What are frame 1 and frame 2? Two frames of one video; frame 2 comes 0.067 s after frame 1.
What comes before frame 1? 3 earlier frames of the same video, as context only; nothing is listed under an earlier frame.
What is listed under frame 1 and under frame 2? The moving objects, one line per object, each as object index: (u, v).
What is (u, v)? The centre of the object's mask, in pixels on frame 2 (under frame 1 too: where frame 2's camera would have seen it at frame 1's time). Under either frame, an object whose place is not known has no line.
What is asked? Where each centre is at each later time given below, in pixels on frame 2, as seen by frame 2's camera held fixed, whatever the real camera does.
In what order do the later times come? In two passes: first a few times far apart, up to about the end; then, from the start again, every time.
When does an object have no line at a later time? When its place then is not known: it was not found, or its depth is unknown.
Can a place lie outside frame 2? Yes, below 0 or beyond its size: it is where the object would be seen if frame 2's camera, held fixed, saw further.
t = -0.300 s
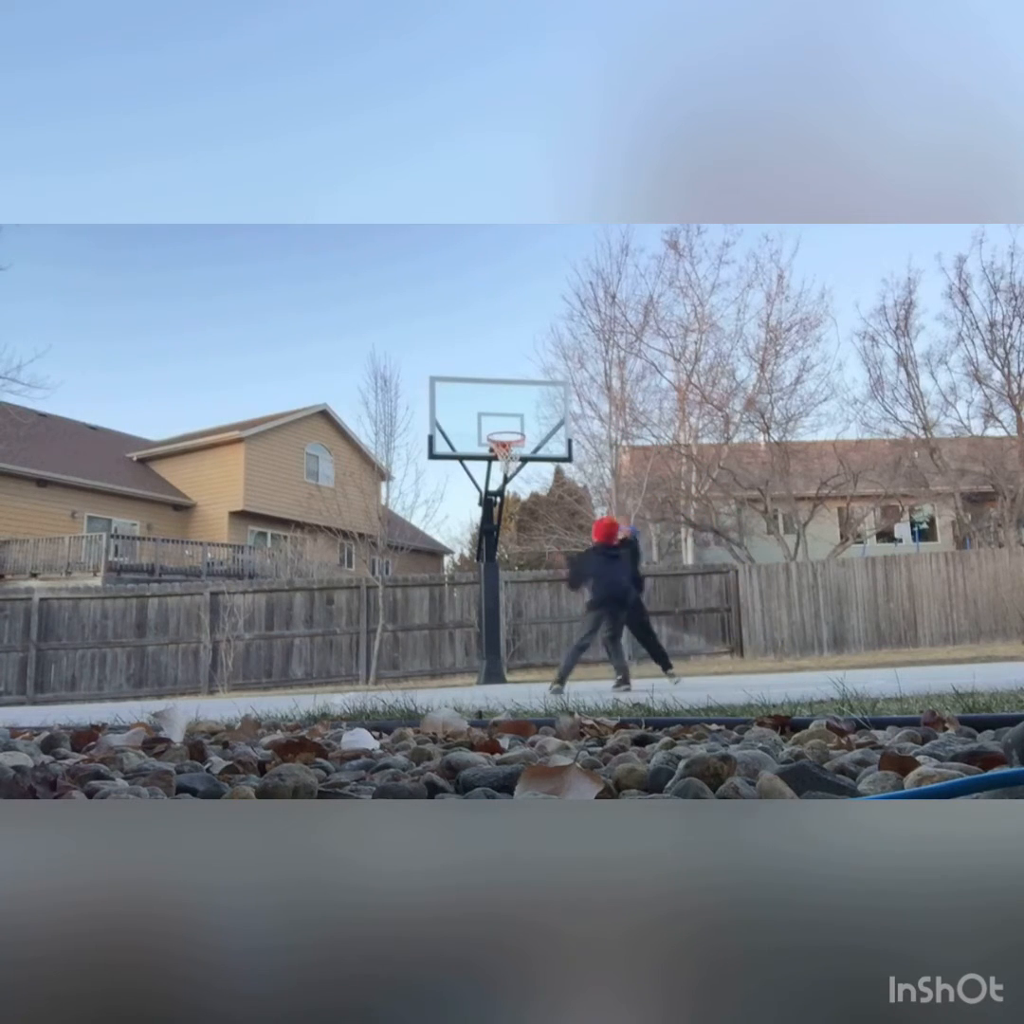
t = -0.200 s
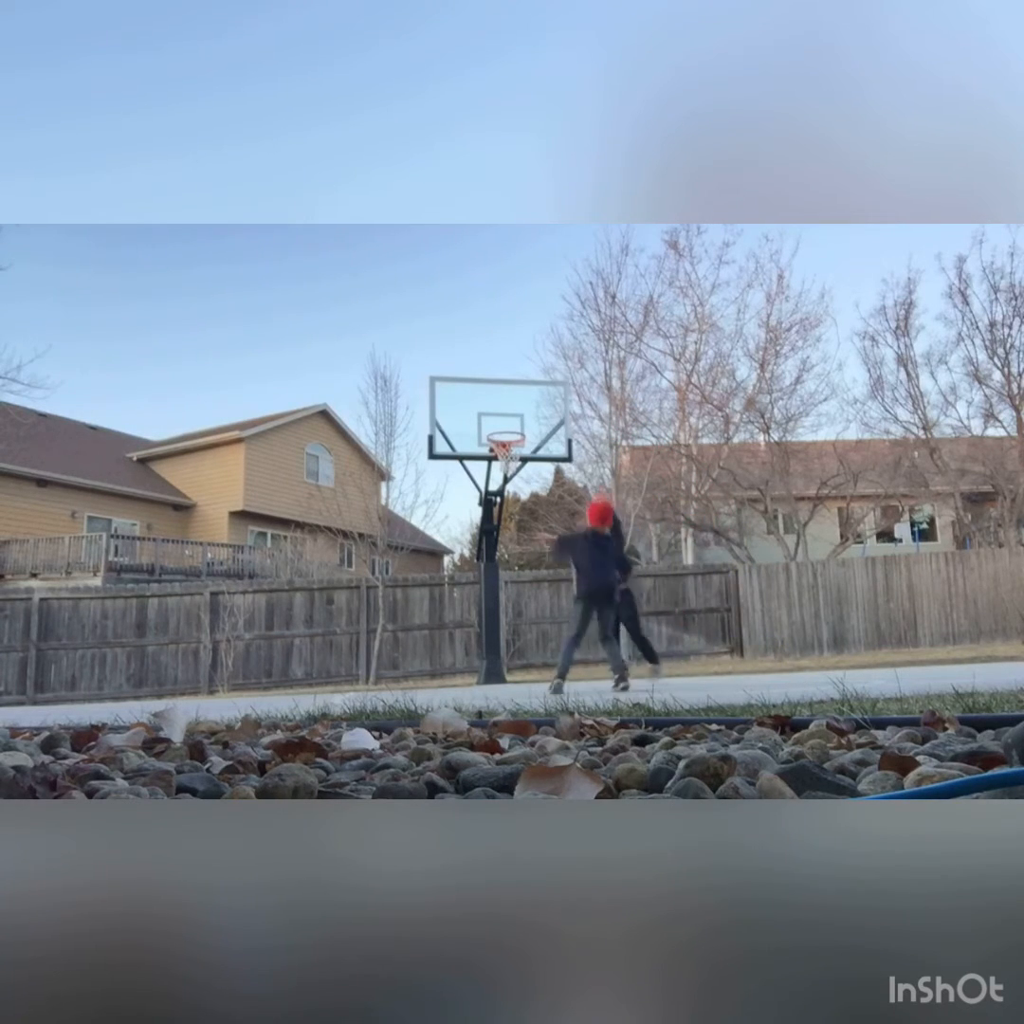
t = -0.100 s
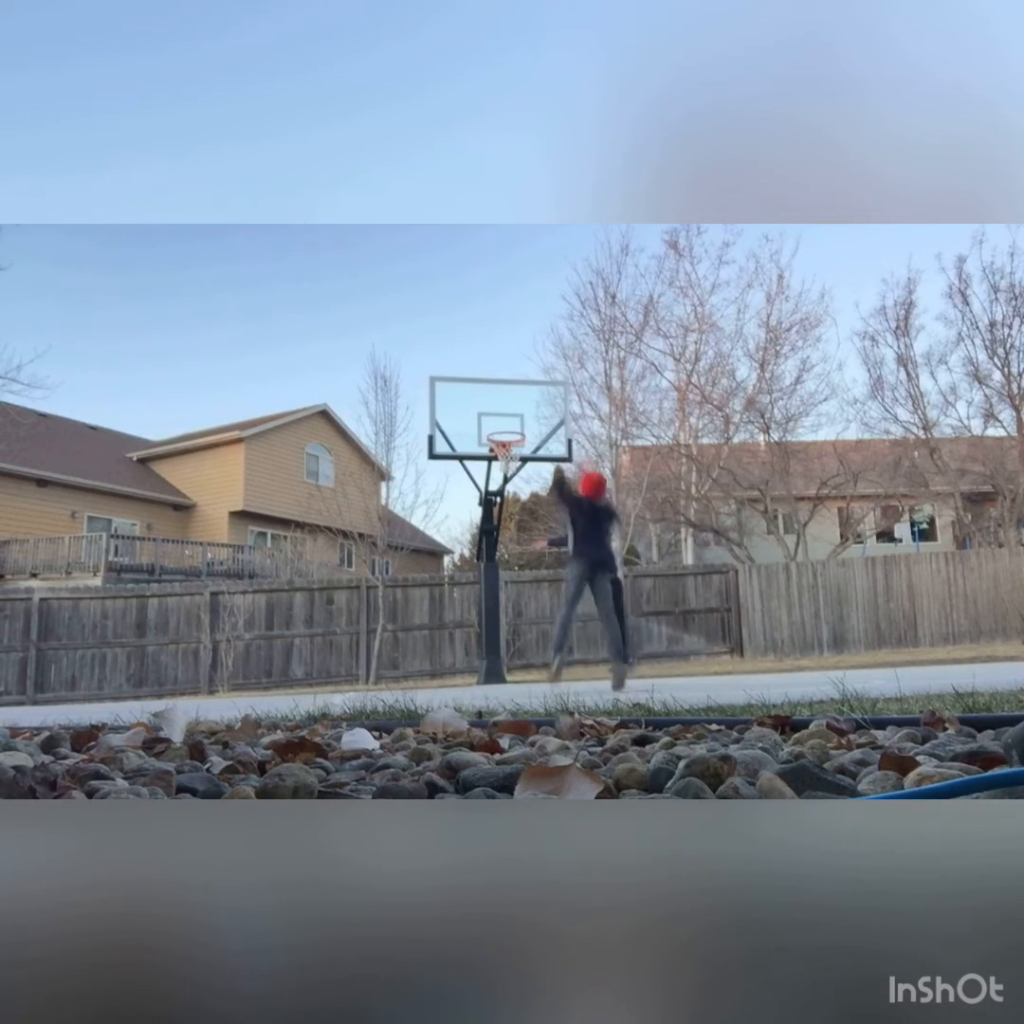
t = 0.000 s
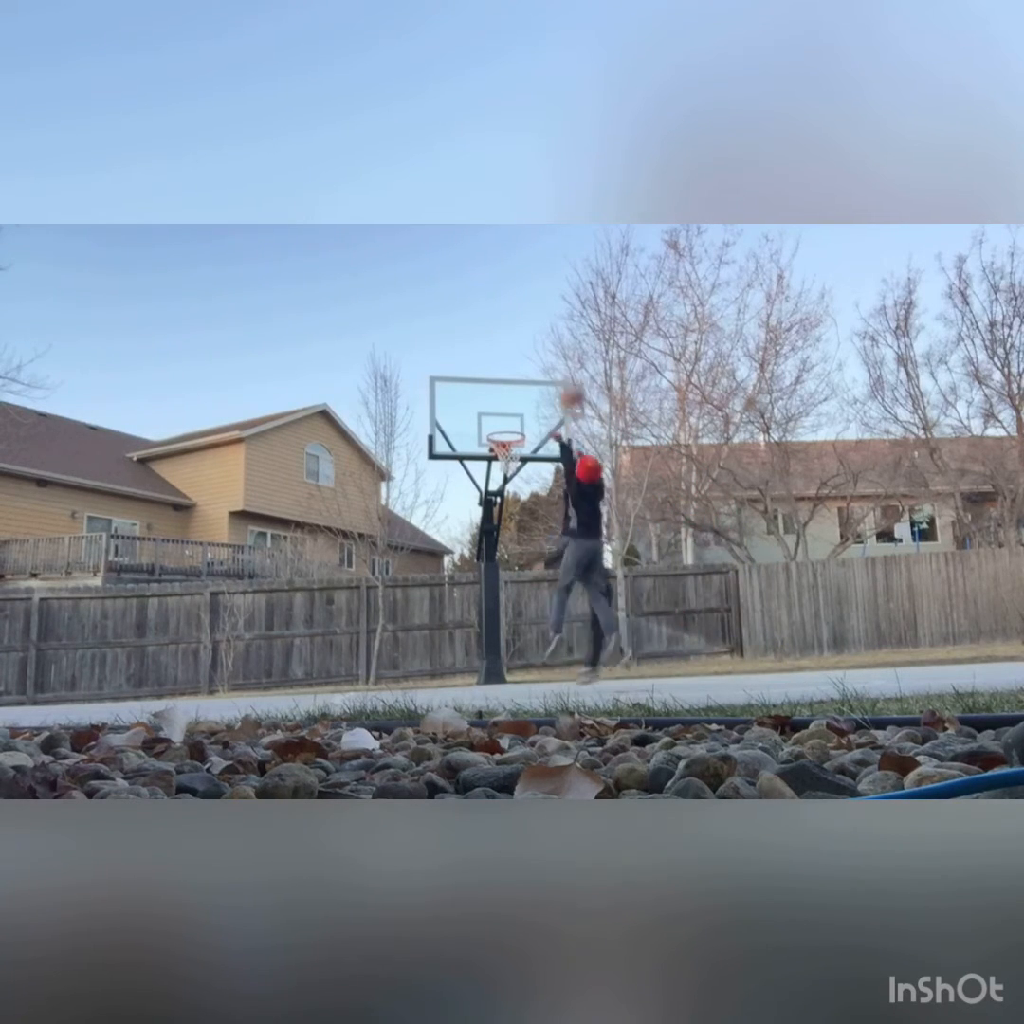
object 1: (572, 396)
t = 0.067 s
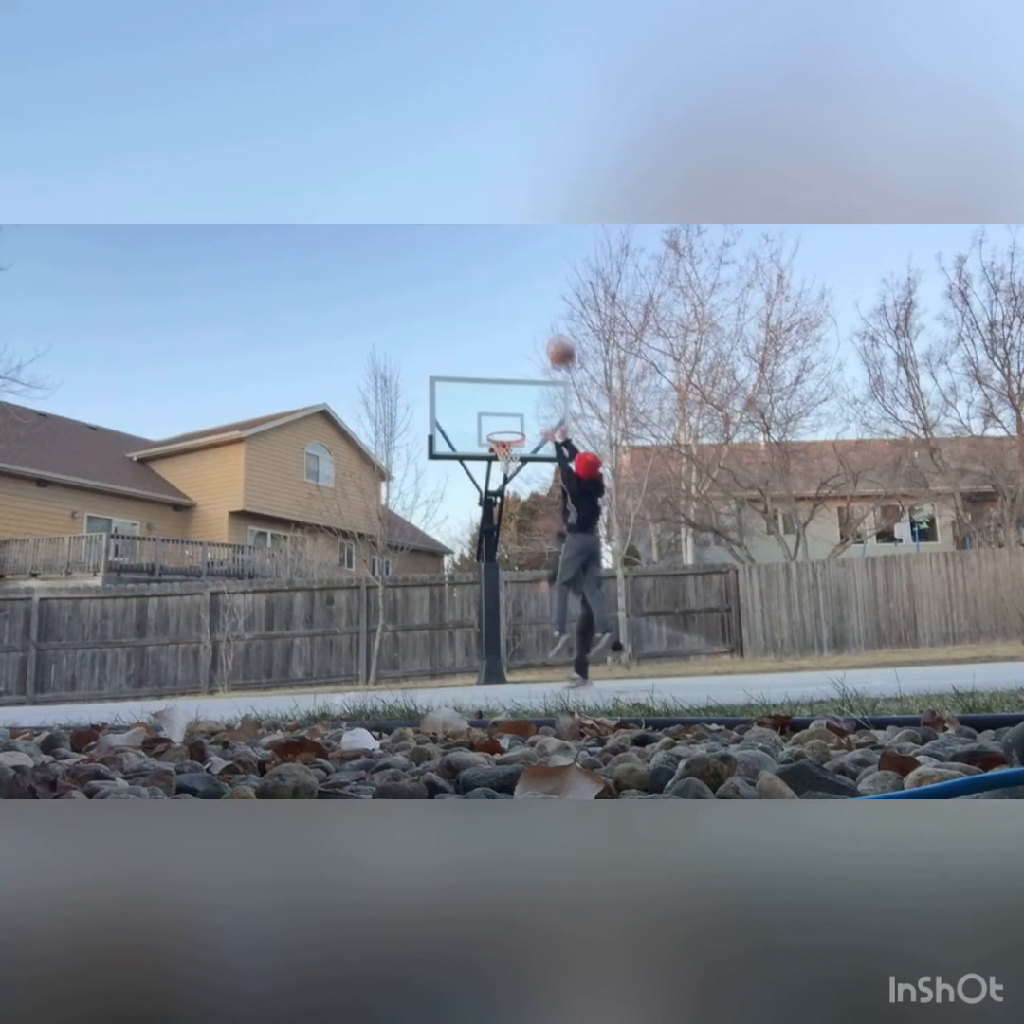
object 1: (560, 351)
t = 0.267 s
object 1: (536, 273)
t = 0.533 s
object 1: (512, 248)
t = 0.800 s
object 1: (495, 284)
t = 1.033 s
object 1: (482, 354)
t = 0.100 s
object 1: (556, 334)
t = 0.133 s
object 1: (551, 318)
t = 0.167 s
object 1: (547, 304)
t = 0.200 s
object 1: (543, 292)
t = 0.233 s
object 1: (539, 282)
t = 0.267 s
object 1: (536, 273)
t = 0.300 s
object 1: (532, 265)
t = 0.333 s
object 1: (529, 259)
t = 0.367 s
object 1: (526, 255)
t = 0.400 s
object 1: (523, 252)
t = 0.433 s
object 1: (520, 249)
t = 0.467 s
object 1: (517, 248)
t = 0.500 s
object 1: (514, 247)
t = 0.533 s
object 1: (512, 248)
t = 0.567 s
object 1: (509, 249)
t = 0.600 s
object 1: (507, 251)
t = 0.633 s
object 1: (505, 255)
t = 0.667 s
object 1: (503, 259)
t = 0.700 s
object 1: (500, 264)
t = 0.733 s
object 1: (498, 270)
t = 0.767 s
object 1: (496, 277)
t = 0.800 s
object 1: (495, 284)
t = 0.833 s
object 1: (493, 292)
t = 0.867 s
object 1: (491, 301)
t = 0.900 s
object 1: (489, 310)
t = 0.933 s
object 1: (487, 320)
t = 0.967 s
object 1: (486, 330)
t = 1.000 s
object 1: (484, 342)
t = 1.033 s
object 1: (482, 354)
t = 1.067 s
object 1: (481, 366)
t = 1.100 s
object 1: (479, 379)
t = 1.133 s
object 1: (478, 390)
